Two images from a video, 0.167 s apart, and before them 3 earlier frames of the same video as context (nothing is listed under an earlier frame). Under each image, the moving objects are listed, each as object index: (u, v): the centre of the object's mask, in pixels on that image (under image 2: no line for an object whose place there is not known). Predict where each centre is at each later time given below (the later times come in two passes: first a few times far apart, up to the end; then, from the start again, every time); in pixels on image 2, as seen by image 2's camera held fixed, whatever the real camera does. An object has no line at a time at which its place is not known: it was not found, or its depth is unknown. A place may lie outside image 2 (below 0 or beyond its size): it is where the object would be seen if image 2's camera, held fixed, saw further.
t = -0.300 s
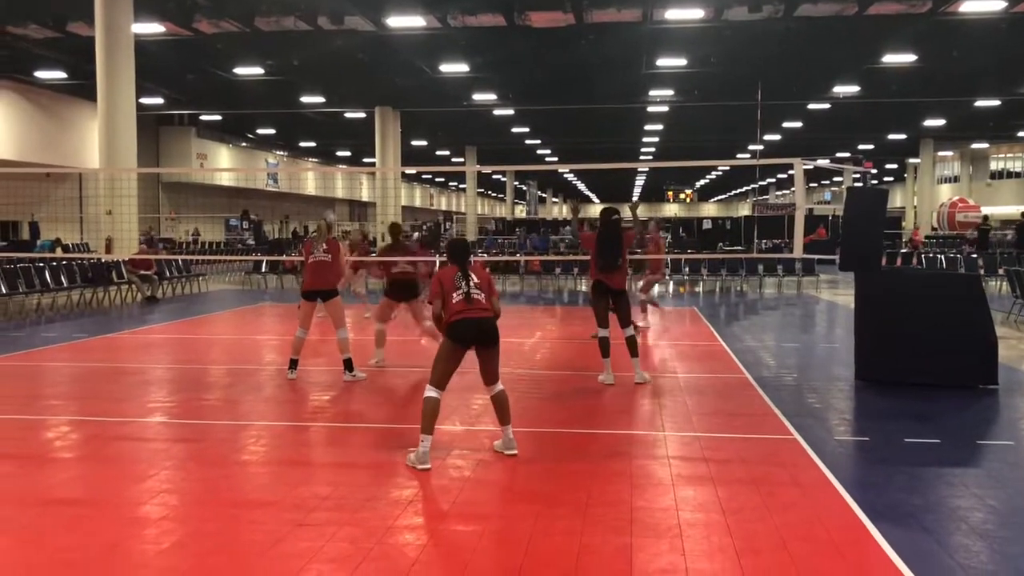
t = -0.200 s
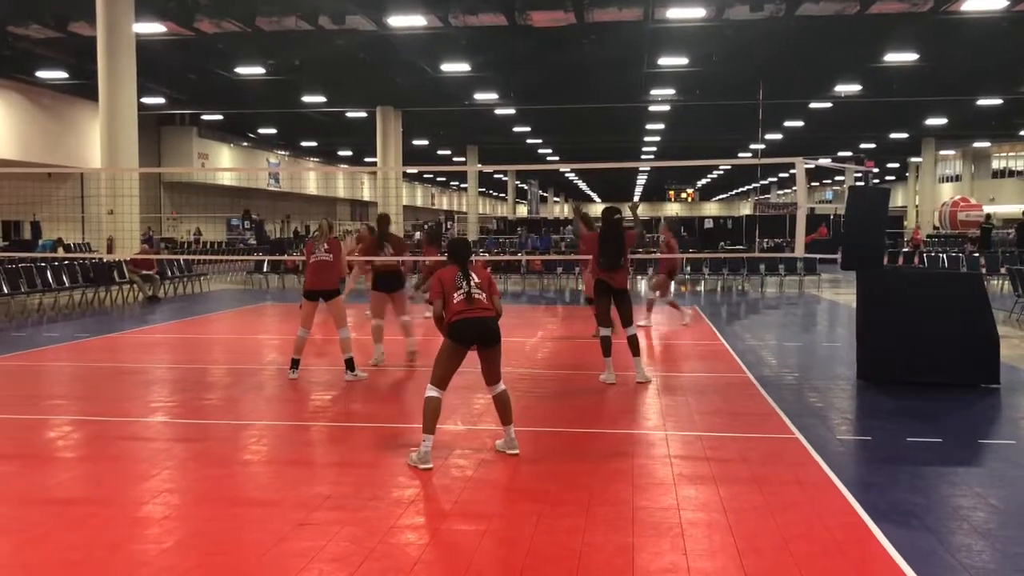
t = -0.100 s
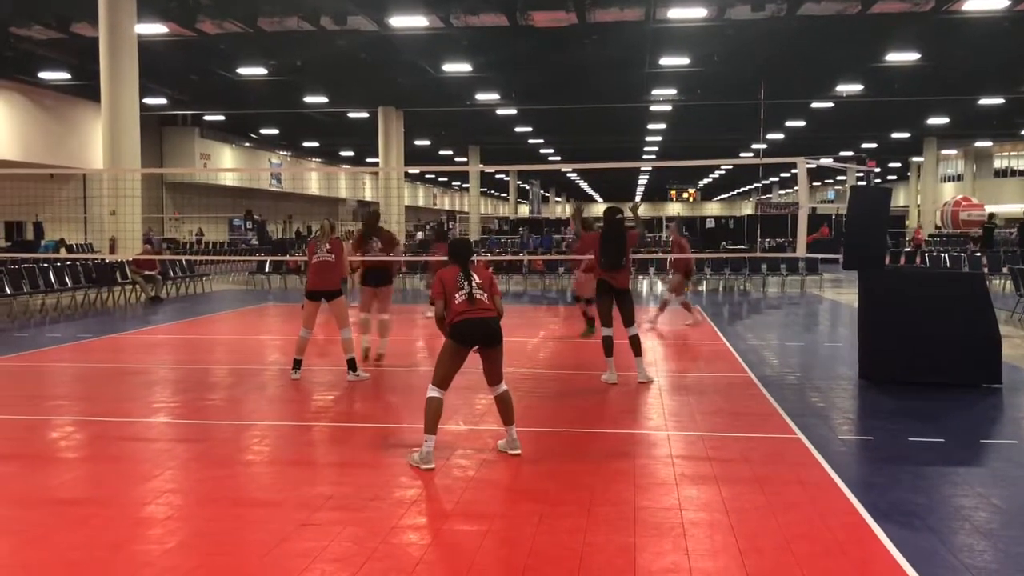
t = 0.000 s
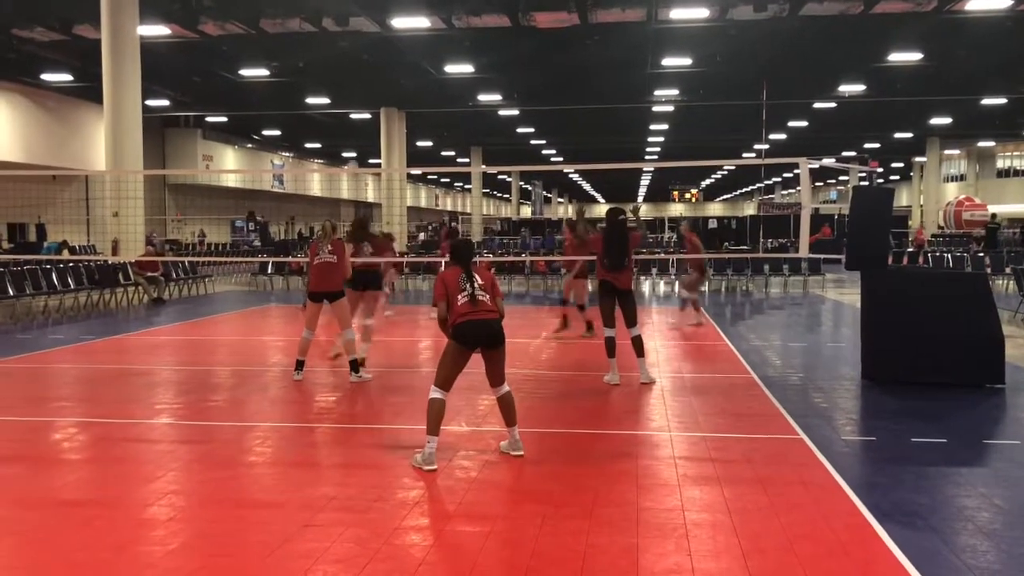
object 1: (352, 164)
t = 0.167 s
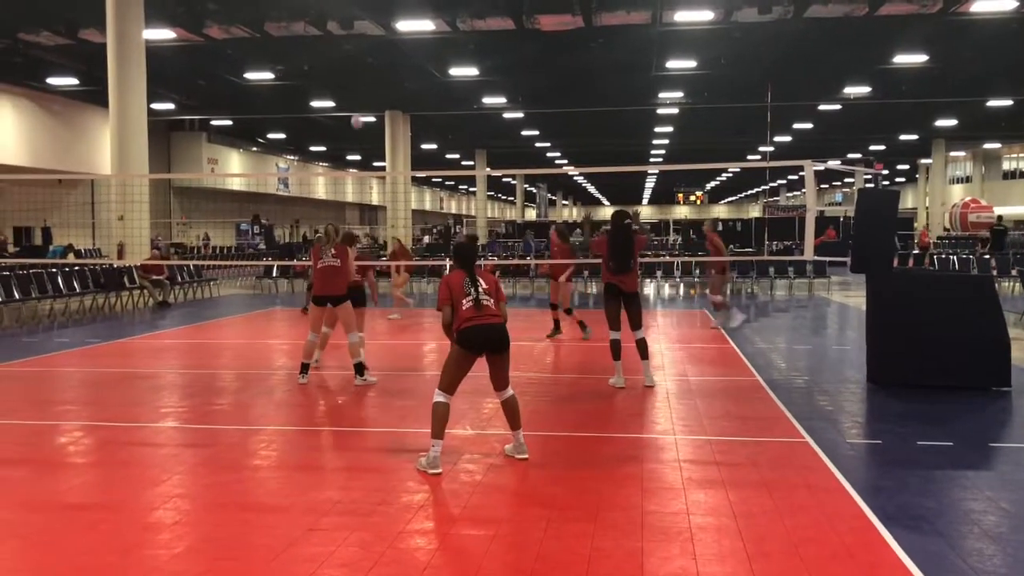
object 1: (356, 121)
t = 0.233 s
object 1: (357, 105)
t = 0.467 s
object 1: (358, 69)
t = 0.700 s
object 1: (360, 63)
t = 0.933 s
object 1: (362, 93)
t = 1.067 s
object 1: (364, 130)
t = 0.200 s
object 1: (356, 112)
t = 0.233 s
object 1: (357, 105)
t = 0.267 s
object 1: (357, 99)
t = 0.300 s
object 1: (358, 91)
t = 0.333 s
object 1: (358, 86)
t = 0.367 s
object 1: (358, 81)
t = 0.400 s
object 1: (358, 76)
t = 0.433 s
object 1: (358, 72)
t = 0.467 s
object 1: (358, 69)
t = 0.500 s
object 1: (358, 66)
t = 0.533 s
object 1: (359, 63)
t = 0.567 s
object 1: (359, 62)
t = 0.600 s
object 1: (359, 61)
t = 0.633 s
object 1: (359, 60)
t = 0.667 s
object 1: (359, 61)
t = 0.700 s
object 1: (360, 63)
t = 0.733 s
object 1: (360, 65)
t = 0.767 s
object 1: (361, 67)
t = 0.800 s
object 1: (361, 71)
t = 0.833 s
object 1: (361, 75)
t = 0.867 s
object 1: (362, 81)
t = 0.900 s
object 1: (362, 86)
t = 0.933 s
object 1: (362, 93)
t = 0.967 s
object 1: (363, 101)
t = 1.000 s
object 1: (363, 108)
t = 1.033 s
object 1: (363, 119)
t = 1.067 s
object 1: (364, 130)
